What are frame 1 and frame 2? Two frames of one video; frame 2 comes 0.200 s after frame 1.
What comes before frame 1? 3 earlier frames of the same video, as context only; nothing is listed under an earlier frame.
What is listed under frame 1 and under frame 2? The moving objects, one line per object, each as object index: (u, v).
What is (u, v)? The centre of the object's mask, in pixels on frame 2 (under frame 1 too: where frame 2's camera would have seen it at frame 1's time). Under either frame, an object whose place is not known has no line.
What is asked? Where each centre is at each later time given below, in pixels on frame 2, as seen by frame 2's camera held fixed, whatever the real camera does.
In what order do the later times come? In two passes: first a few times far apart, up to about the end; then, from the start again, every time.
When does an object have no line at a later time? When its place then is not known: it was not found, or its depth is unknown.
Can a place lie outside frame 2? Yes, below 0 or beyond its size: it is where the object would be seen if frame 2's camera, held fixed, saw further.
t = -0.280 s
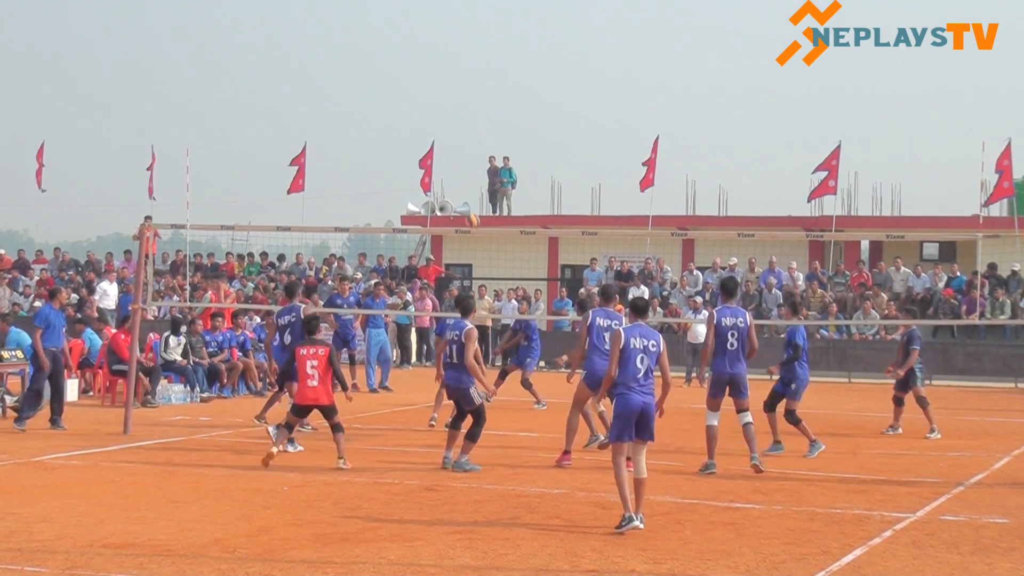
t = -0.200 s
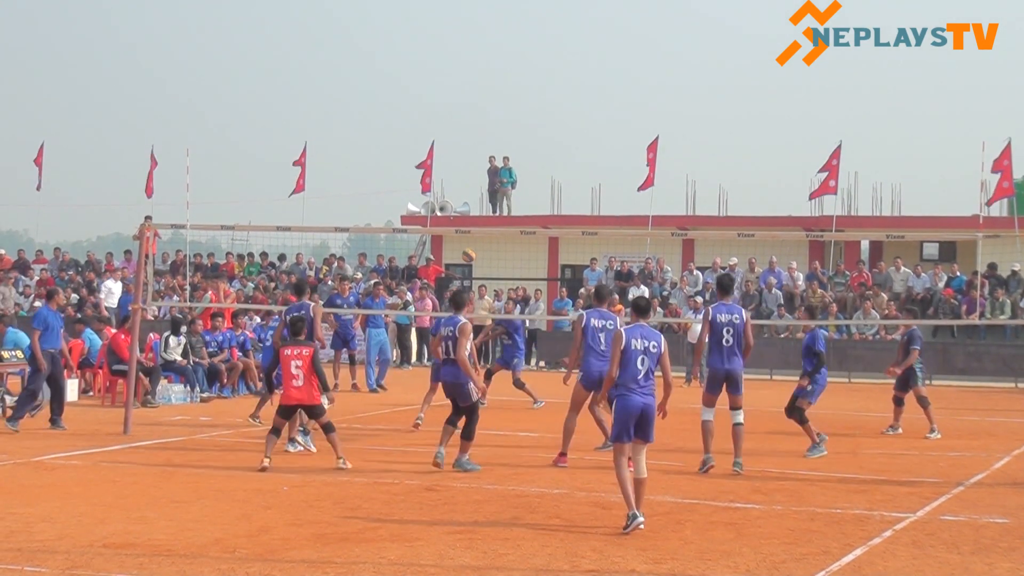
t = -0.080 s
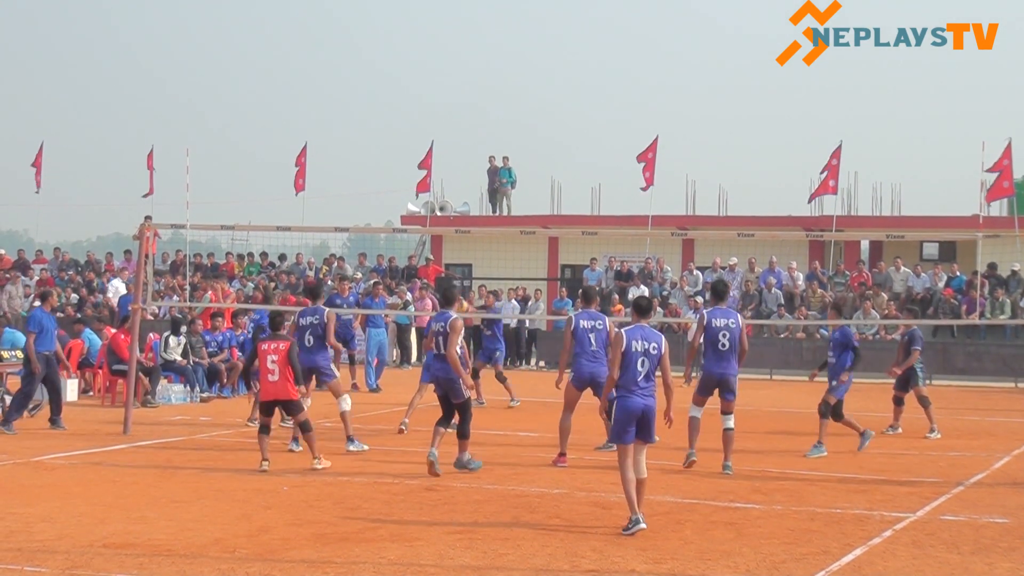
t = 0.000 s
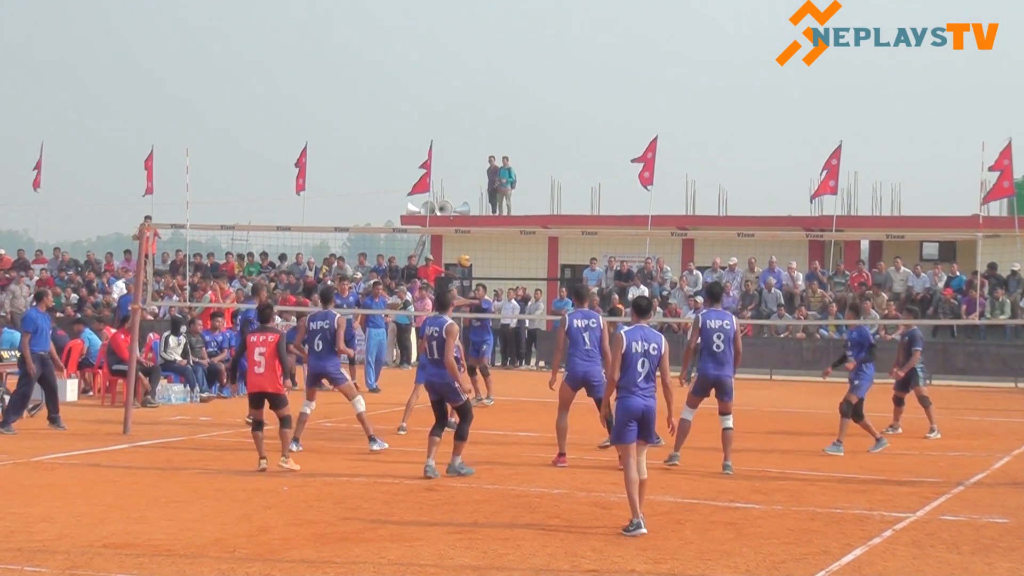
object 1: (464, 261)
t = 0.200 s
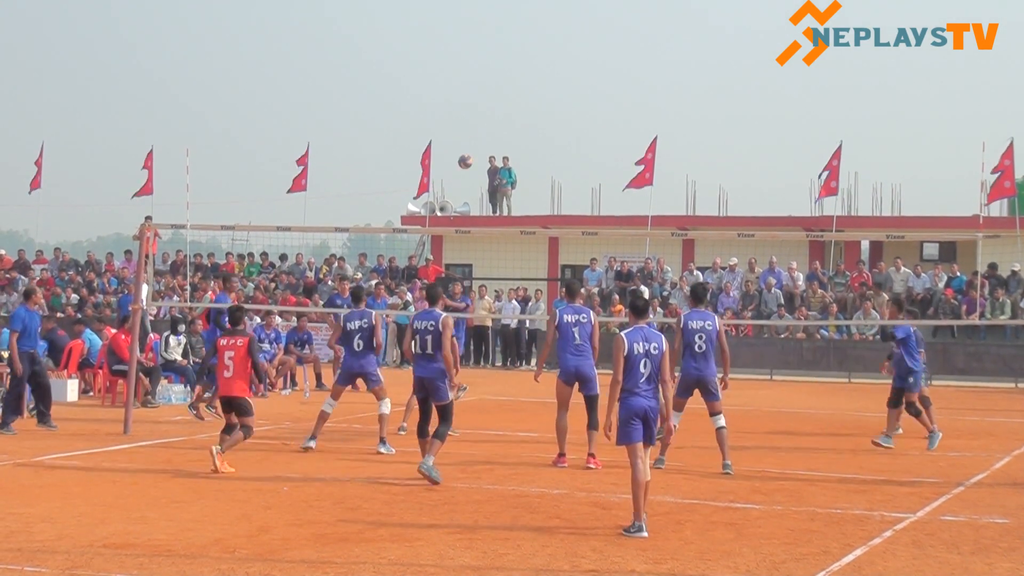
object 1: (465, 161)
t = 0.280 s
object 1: (465, 129)
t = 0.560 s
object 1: (461, 49)
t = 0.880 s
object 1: (447, 26)
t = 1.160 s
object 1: (429, 69)
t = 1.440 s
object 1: (408, 174)
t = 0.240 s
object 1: (465, 145)
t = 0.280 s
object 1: (465, 129)
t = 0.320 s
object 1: (464, 114)
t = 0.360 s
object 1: (464, 101)
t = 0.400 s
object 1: (464, 88)
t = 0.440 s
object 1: (463, 77)
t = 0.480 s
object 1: (463, 67)
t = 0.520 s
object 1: (462, 57)
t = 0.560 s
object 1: (461, 49)
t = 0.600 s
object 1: (460, 42)
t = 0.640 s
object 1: (458, 37)
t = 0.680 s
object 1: (457, 32)
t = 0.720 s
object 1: (455, 28)
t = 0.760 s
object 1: (453, 26)
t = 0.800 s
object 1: (451, 25)
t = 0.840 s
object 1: (449, 25)
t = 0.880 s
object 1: (447, 26)
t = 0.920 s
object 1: (444, 28)
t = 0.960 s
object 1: (442, 32)
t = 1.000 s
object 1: (440, 37)
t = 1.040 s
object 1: (437, 43)
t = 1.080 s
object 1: (434, 50)
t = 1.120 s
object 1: (432, 59)
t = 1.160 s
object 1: (429, 69)
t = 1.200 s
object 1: (426, 80)
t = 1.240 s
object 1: (423, 92)
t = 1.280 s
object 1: (420, 106)
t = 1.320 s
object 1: (417, 121)
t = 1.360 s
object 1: (414, 137)
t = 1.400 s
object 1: (411, 155)
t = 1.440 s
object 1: (408, 174)
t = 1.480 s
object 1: (404, 194)
